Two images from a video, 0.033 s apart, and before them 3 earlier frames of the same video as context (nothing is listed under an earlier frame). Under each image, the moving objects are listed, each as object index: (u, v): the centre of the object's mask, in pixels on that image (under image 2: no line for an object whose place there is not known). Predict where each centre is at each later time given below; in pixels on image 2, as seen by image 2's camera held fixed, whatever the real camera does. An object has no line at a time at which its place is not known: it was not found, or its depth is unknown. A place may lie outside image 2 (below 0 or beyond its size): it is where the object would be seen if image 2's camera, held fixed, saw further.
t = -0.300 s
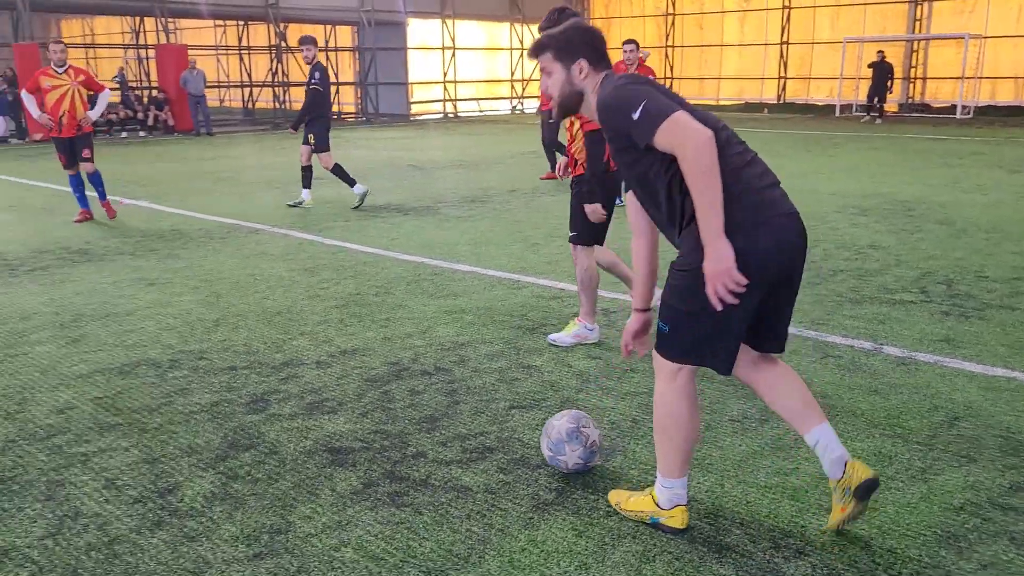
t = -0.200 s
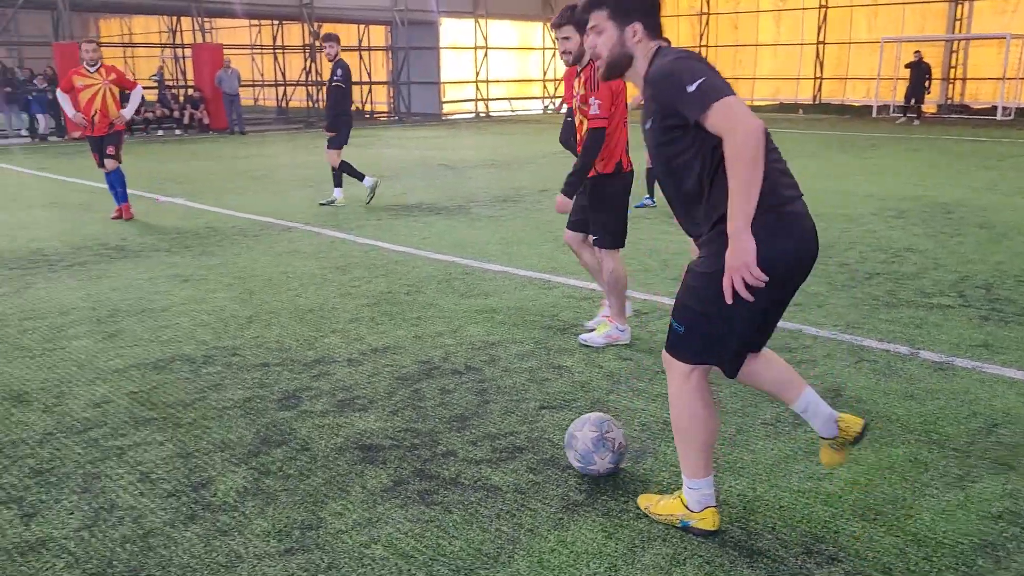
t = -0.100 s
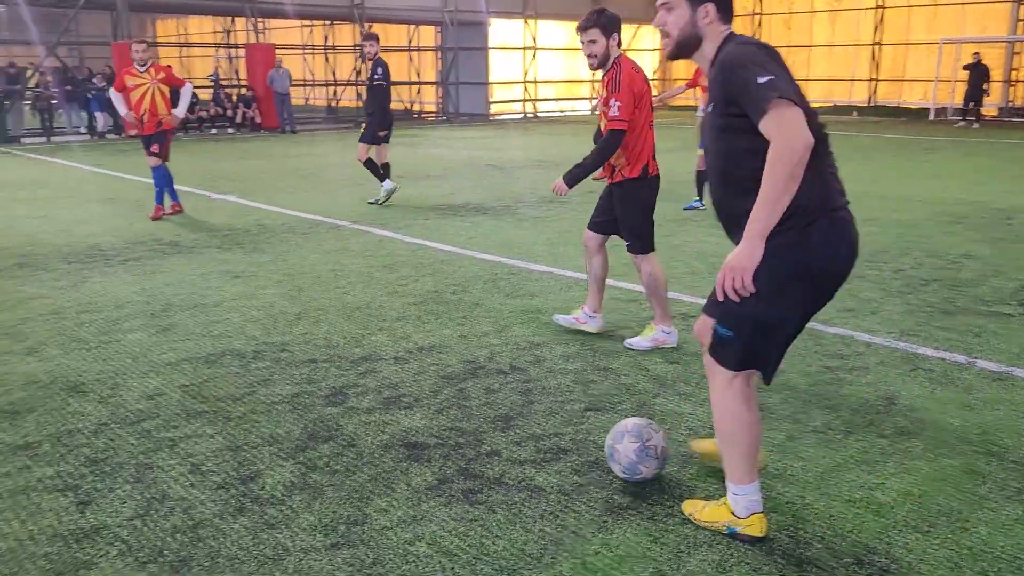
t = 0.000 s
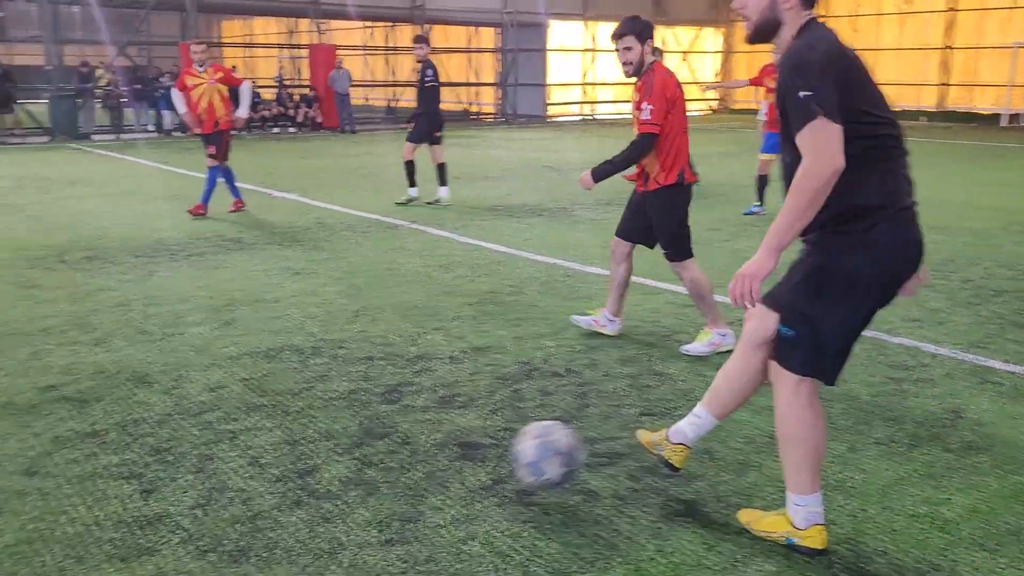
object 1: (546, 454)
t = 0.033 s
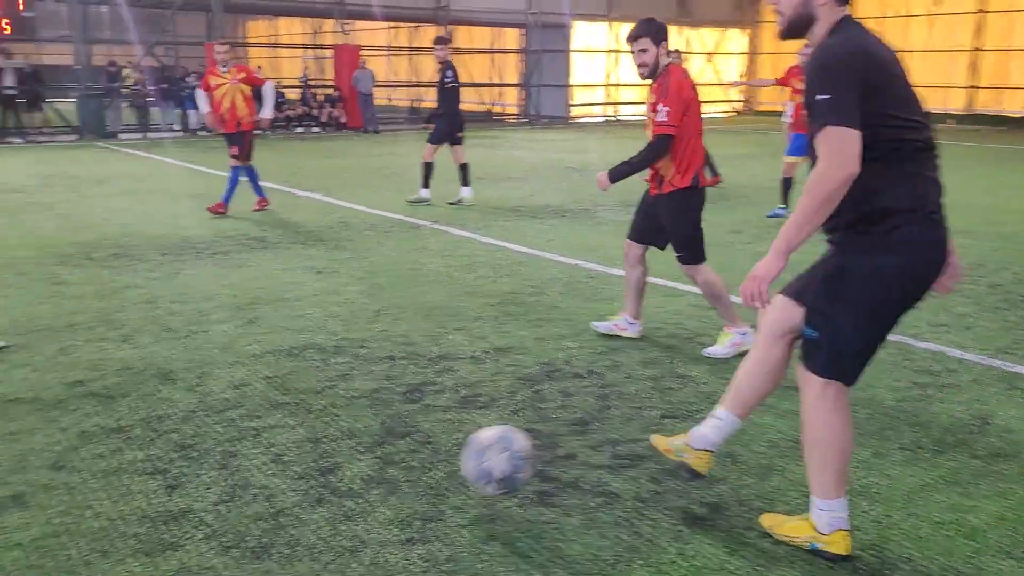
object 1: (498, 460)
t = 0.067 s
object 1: (423, 467)
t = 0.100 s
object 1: (348, 479)
